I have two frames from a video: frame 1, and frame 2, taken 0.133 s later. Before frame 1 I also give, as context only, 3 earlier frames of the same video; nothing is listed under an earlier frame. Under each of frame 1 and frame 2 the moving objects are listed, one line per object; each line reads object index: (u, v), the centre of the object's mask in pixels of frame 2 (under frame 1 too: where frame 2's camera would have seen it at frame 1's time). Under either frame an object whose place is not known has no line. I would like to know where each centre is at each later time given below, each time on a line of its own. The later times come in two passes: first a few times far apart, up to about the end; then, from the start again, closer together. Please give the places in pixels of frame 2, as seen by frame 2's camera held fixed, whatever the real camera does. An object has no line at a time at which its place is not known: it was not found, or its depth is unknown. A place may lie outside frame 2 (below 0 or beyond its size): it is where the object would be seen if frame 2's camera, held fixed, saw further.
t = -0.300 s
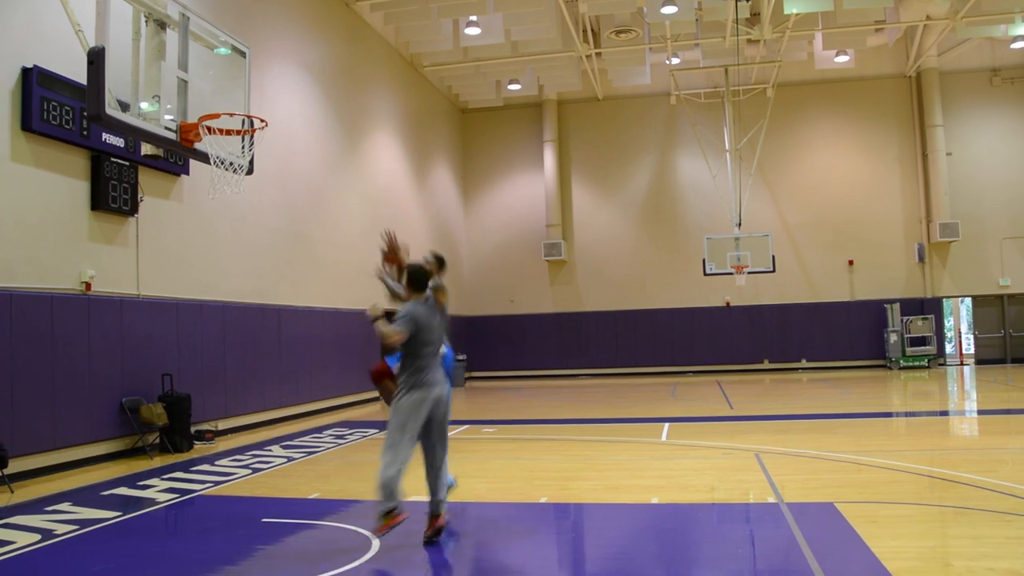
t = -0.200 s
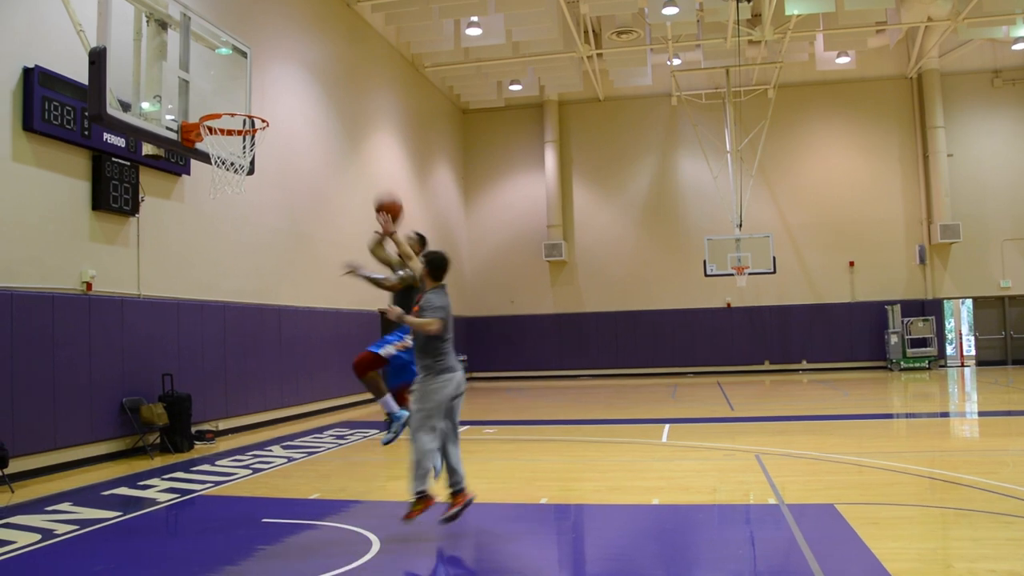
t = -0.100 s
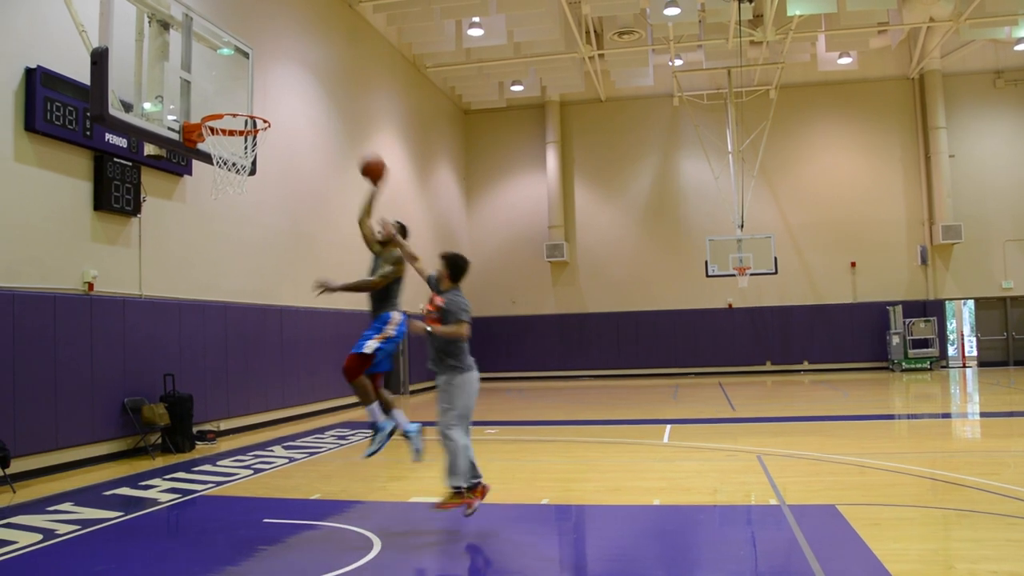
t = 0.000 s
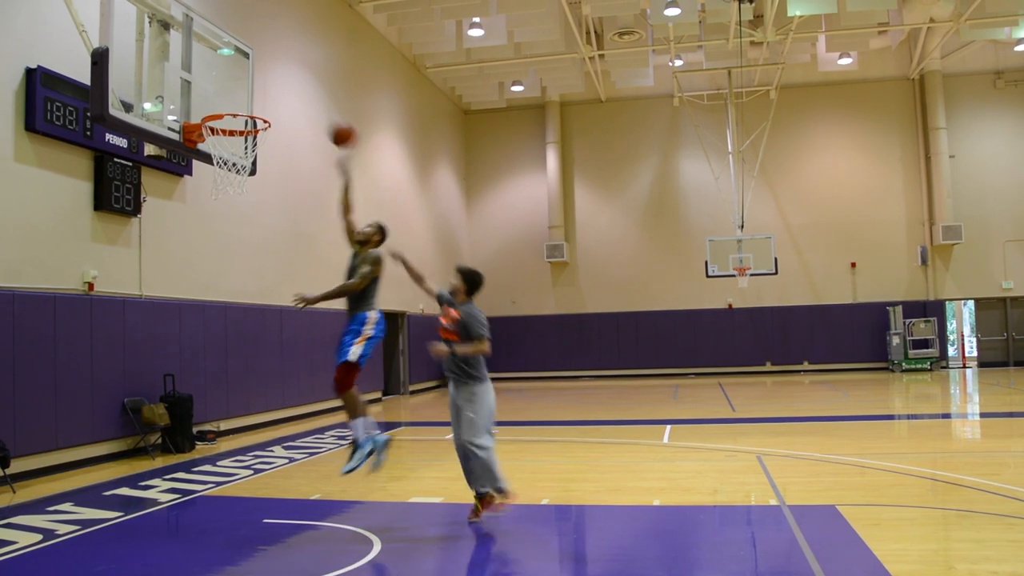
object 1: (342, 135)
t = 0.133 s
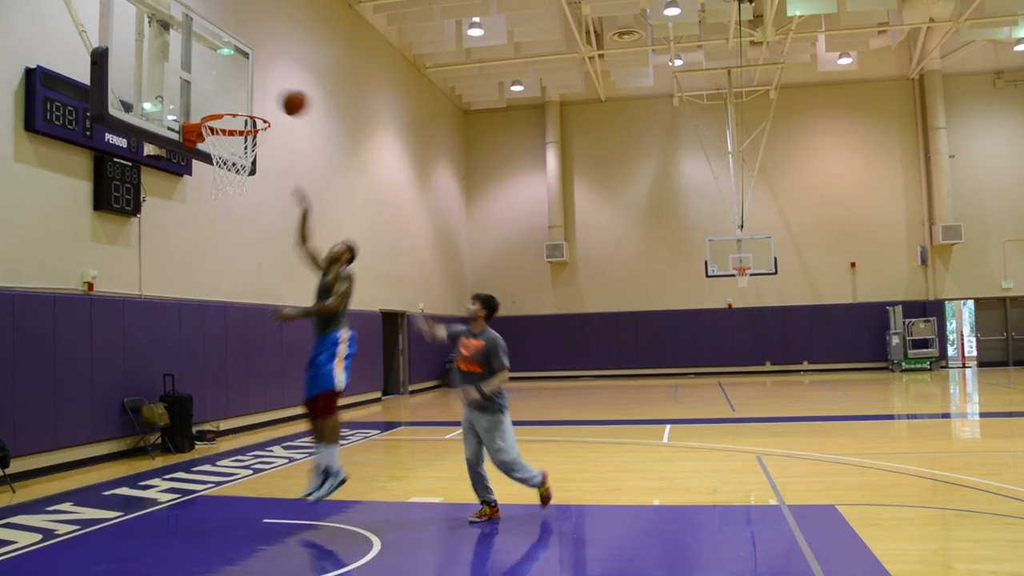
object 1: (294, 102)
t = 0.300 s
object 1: (228, 88)
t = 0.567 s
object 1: (242, 138)
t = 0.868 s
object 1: (258, 172)
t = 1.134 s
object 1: (244, 263)
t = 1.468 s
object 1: (235, 508)
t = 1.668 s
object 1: (213, 414)
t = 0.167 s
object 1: (281, 97)
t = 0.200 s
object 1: (268, 93)
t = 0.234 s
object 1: (255, 90)
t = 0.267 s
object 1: (241, 89)
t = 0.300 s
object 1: (228, 88)
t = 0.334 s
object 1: (215, 90)
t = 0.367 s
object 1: (216, 92)
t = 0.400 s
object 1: (217, 95)
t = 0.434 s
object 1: (219, 99)
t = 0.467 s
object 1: (222, 104)
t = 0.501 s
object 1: (225, 112)
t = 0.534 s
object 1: (232, 126)
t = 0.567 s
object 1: (242, 138)
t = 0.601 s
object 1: (251, 147)
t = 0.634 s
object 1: (258, 153)
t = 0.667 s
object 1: (262, 155)
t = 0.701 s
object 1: (263, 156)
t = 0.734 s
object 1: (263, 157)
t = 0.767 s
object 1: (265, 161)
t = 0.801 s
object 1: (265, 164)
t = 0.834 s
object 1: (263, 169)
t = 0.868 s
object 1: (258, 172)
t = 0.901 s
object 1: (258, 180)
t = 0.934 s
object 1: (255, 186)
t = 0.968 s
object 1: (253, 195)
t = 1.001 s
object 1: (251, 206)
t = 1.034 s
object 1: (249, 217)
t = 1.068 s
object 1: (248, 231)
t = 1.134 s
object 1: (244, 263)
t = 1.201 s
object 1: (241, 300)
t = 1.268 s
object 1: (239, 340)
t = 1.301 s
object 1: (239, 363)
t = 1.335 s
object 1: (238, 387)
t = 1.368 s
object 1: (237, 411)
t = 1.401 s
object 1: (235, 442)
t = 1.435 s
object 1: (234, 475)
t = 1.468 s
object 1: (235, 508)
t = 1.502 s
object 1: (232, 512)
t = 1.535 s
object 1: (228, 492)
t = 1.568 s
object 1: (225, 468)
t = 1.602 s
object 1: (221, 449)
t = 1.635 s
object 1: (216, 432)
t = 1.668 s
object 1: (213, 414)
